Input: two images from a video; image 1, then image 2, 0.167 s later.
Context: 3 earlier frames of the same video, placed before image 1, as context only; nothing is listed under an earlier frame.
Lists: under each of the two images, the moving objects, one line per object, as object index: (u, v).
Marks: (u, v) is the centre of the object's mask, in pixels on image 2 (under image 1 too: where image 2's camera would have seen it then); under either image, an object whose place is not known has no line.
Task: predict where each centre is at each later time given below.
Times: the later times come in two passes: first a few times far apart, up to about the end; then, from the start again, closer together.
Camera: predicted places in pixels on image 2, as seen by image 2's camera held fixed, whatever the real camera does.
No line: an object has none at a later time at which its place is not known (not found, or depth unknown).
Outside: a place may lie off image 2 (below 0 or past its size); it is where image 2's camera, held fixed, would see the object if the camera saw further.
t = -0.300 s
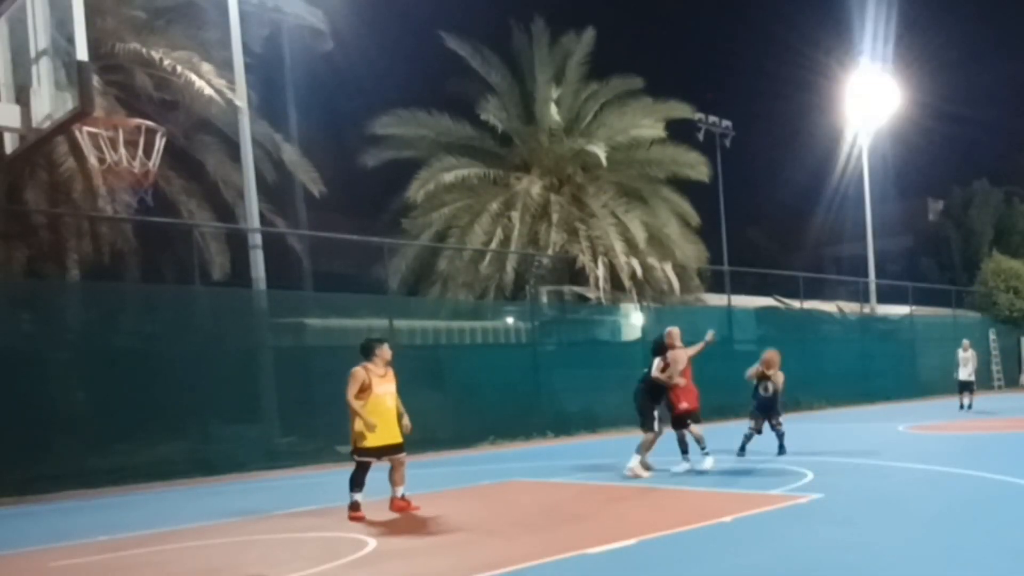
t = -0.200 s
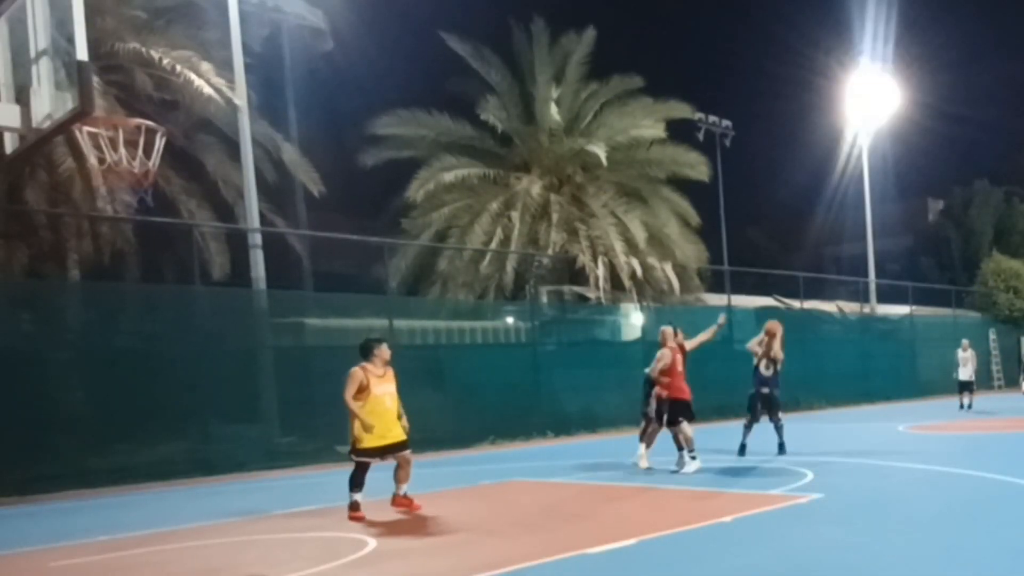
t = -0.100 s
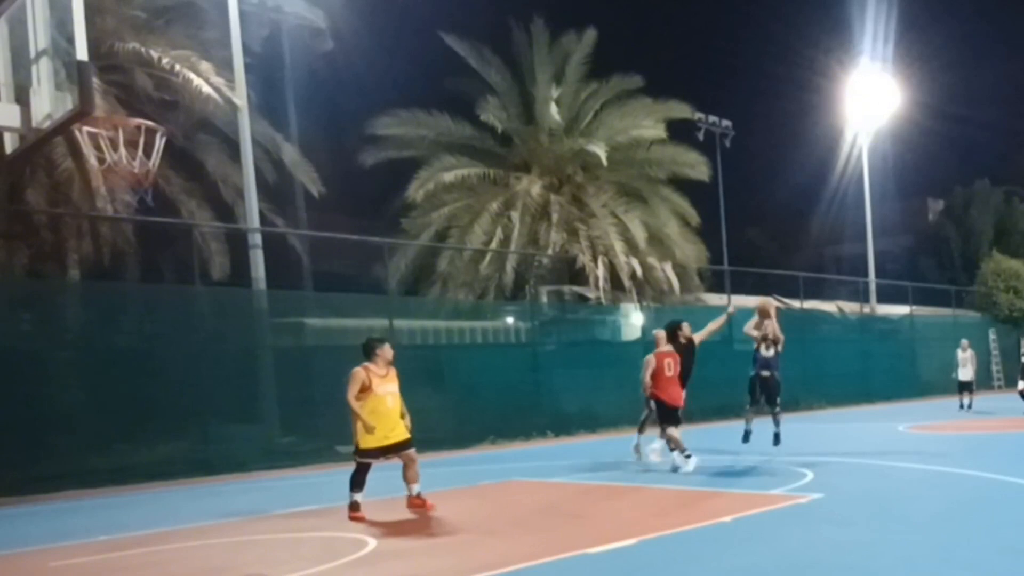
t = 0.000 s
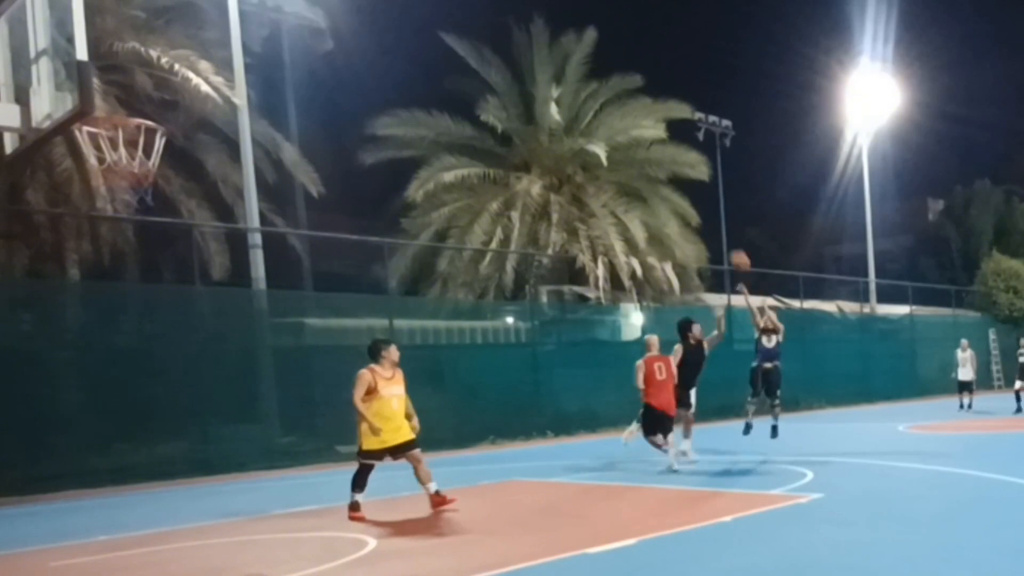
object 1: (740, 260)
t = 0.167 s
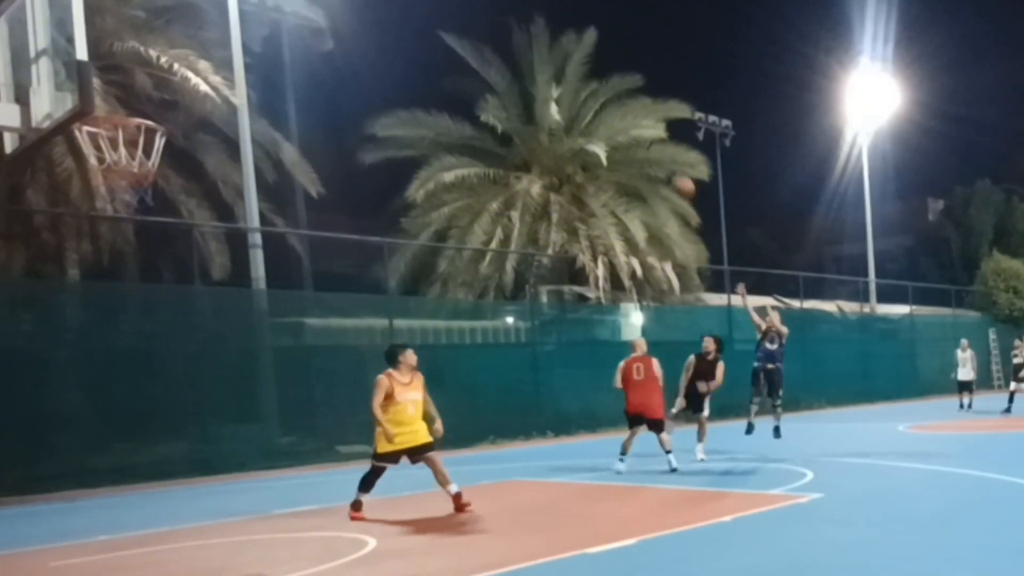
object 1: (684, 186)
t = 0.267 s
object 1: (647, 144)
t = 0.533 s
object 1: (529, 63)
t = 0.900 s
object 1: (314, 43)
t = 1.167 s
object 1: (90, 145)
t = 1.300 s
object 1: (73, 200)
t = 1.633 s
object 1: (33, 450)
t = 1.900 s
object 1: (57, 450)
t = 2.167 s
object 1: (127, 310)
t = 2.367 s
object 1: (181, 276)
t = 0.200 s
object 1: (672, 172)
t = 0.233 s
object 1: (659, 158)
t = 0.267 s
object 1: (647, 144)
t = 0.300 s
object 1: (631, 135)
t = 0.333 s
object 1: (619, 121)
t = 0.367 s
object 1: (604, 109)
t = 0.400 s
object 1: (592, 99)
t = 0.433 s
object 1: (577, 90)
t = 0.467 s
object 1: (560, 81)
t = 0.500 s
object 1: (545, 72)
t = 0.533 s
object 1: (529, 63)
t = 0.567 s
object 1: (513, 57)
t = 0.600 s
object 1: (496, 50)
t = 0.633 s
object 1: (479, 46)
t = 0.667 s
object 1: (459, 42)
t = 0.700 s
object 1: (442, 39)
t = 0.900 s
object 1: (314, 43)
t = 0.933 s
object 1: (288, 49)
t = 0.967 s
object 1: (263, 58)
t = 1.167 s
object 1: (90, 145)
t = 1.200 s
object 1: (82, 163)
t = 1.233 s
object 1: (79, 173)
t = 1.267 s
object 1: (76, 184)
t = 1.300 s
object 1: (73, 200)
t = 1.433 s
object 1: (55, 279)
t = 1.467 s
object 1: (52, 303)
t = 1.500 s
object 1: (47, 328)
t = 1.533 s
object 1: (43, 357)
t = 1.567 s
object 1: (40, 386)
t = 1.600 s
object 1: (36, 417)
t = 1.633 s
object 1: (33, 450)
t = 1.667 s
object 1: (28, 485)
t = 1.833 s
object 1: (38, 503)
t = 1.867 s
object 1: (47, 478)
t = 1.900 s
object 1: (57, 450)
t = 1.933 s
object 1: (66, 424)
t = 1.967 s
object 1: (74, 403)
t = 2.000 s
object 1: (83, 384)
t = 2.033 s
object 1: (91, 366)
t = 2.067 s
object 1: (100, 349)
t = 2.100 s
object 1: (110, 334)
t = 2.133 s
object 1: (118, 321)
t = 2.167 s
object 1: (127, 310)
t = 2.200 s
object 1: (136, 300)
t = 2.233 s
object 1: (144, 293)
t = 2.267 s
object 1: (154, 286)
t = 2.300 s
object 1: (163, 281)
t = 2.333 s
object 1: (171, 278)
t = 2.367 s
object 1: (181, 276)
